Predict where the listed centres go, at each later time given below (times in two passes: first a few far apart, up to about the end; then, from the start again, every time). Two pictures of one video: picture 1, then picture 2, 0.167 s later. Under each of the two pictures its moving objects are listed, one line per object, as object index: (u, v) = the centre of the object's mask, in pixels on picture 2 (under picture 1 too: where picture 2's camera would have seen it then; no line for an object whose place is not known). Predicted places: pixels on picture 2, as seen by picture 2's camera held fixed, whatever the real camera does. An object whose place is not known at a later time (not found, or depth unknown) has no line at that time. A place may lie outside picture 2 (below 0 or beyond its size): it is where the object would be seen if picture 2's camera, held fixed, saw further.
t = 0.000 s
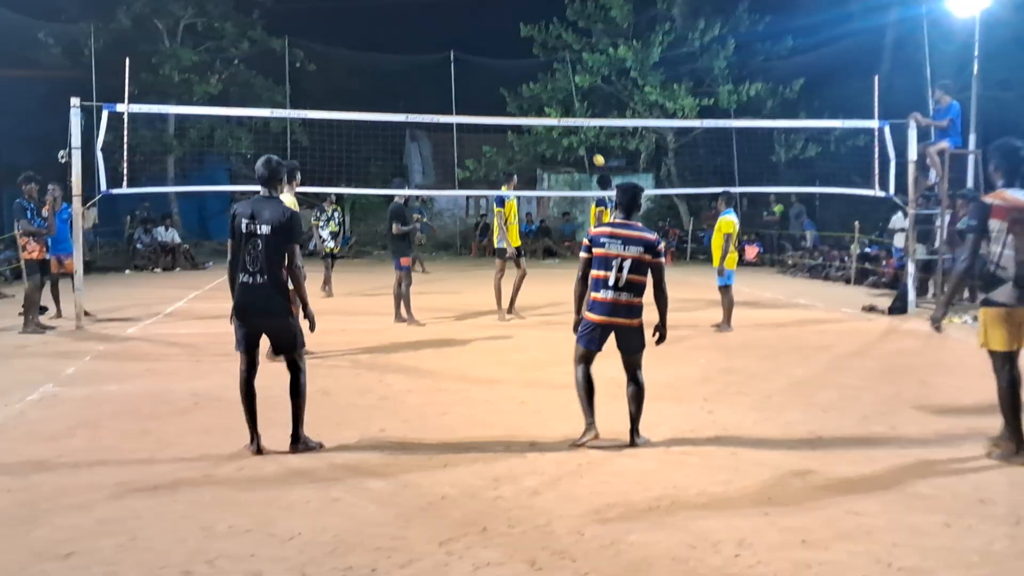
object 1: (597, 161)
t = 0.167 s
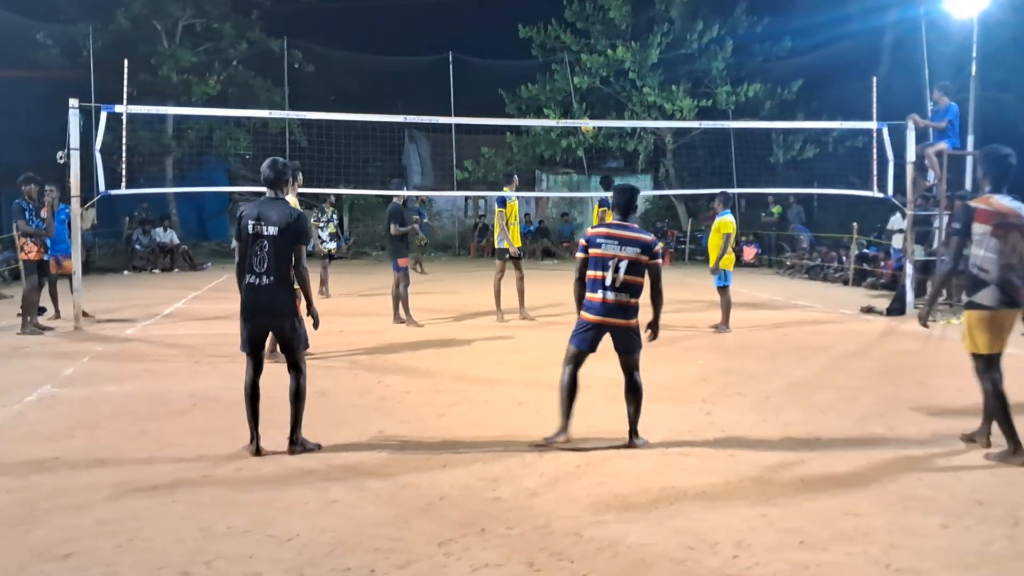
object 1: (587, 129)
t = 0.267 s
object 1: (579, 106)
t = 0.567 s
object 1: (556, 60)
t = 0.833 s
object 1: (527, 62)
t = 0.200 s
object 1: (584, 116)
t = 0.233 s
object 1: (582, 112)
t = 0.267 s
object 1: (579, 106)
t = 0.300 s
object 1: (577, 100)
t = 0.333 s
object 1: (575, 94)
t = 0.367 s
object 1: (572, 88)
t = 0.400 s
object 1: (570, 82)
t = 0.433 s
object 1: (567, 77)
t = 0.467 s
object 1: (564, 72)
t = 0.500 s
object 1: (562, 67)
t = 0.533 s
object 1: (559, 63)
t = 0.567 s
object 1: (556, 60)
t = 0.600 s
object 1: (552, 57)
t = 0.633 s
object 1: (549, 54)
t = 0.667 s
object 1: (546, 53)
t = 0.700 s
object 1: (543, 53)
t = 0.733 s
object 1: (539, 54)
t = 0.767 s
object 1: (535, 55)
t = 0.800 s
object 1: (531, 58)
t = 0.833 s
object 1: (527, 62)
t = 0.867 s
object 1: (522, 67)
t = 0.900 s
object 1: (517, 74)
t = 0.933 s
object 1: (511, 82)
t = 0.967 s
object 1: (505, 93)
